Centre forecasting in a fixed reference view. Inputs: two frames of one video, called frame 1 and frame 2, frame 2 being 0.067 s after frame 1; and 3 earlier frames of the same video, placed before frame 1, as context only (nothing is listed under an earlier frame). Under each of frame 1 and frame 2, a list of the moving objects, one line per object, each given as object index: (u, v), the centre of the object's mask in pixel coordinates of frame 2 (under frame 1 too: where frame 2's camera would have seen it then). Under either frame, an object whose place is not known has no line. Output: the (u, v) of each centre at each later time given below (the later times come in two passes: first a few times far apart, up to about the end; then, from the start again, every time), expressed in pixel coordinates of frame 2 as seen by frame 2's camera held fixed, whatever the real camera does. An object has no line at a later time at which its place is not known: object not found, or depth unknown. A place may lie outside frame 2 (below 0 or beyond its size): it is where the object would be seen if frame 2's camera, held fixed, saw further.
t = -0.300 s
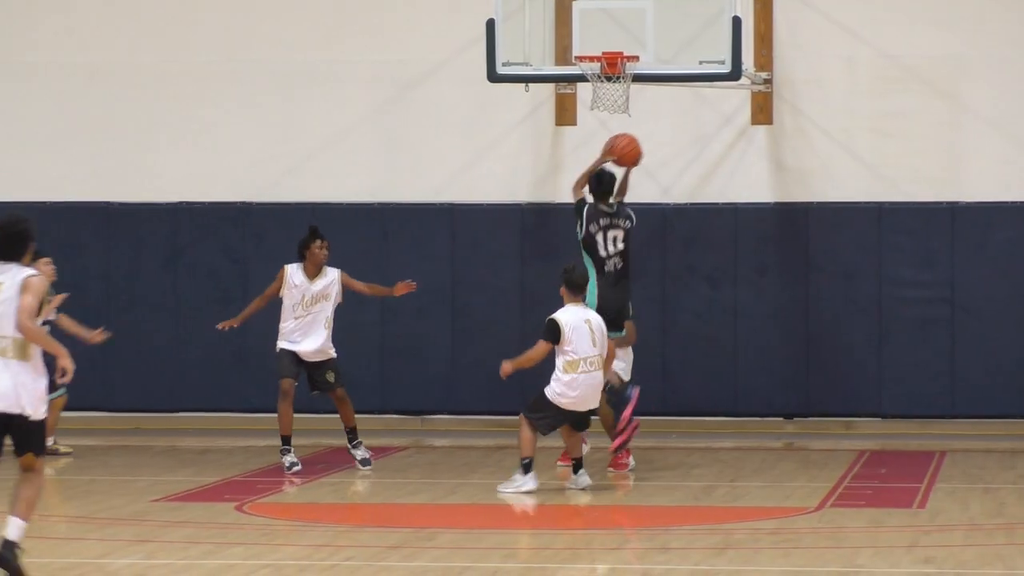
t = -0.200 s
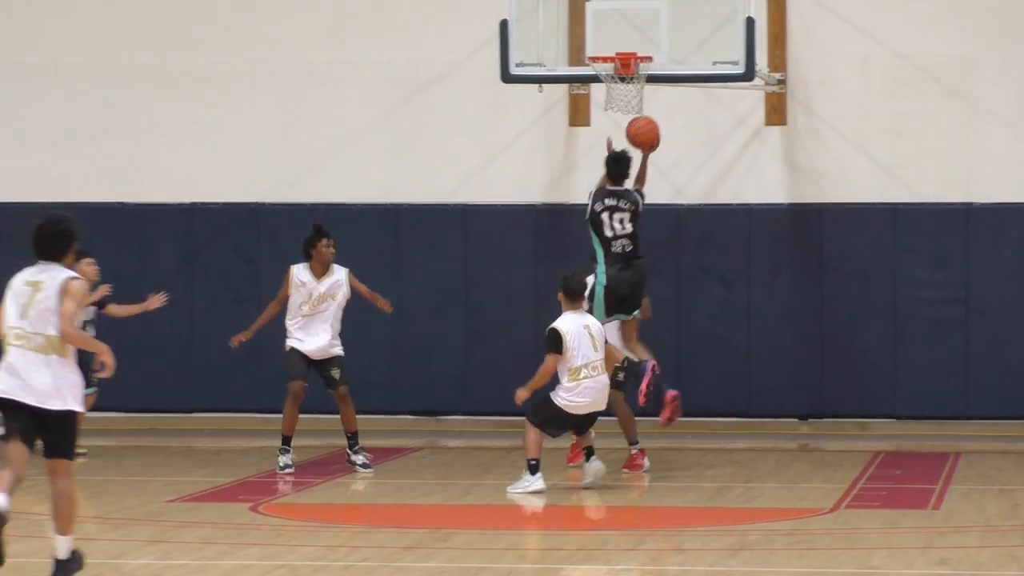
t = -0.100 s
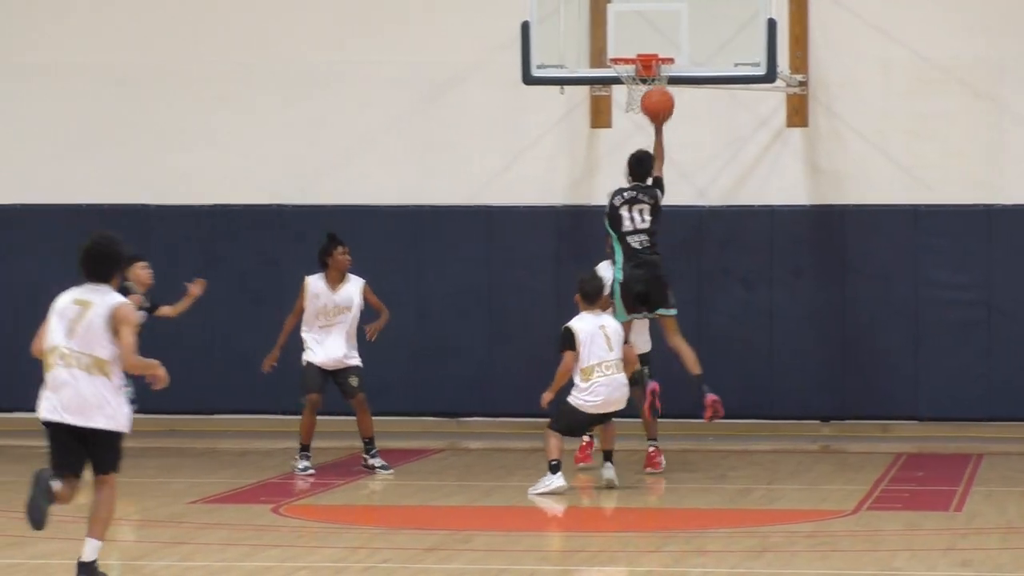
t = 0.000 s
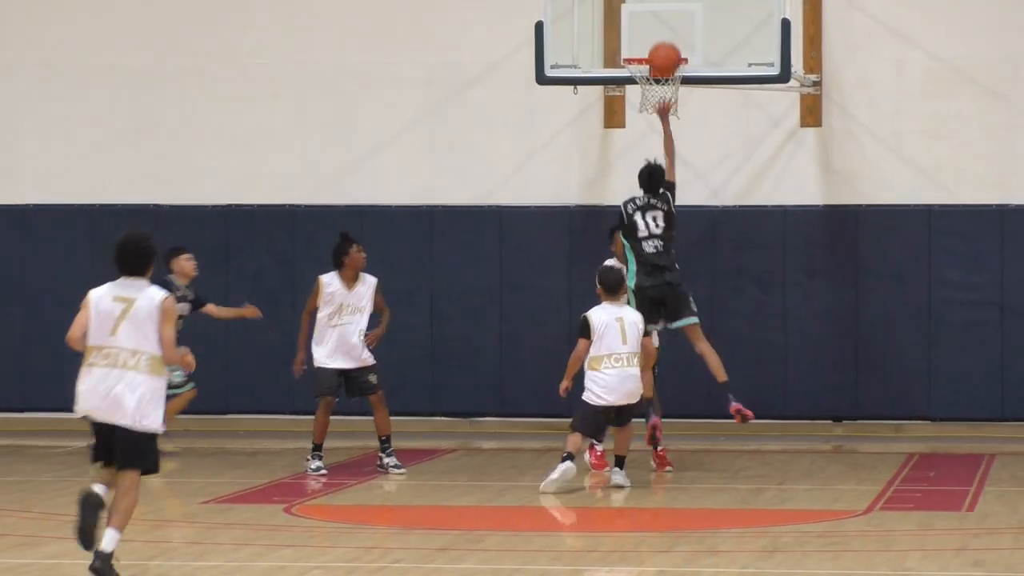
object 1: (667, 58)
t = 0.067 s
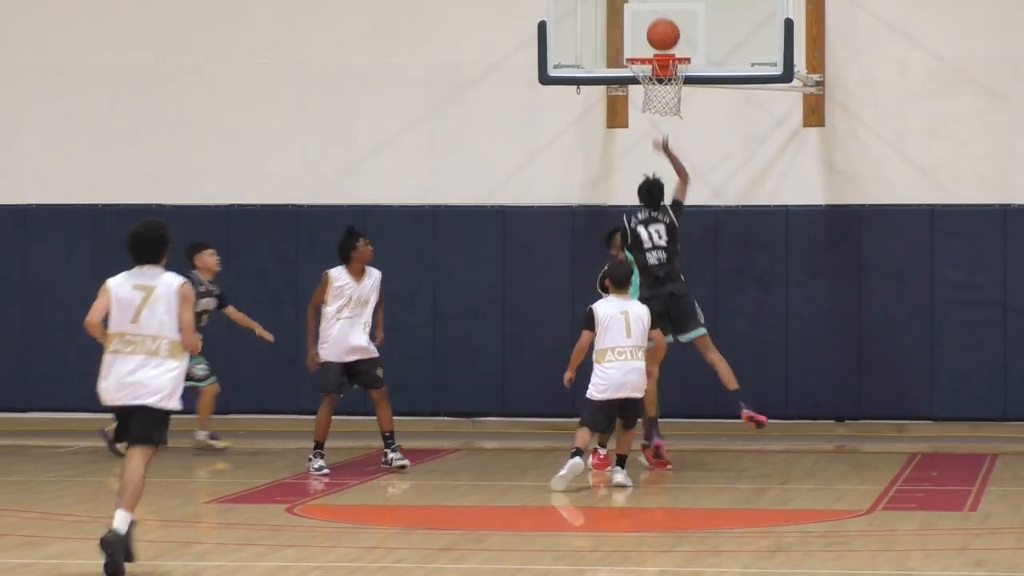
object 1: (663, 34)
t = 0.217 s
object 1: (653, 10)
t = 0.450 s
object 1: (639, 22)
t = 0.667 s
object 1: (622, 25)
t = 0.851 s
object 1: (605, 31)
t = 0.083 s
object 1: (662, 30)
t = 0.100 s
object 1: (661, 25)
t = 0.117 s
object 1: (660, 21)
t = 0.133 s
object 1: (659, 18)
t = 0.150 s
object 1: (658, 15)
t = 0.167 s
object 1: (657, 13)
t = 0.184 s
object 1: (655, 12)
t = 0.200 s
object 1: (654, 11)
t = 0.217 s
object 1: (653, 10)
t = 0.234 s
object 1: (652, 10)
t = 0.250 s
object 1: (651, 9)
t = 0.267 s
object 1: (650, 9)
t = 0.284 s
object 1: (649, 9)
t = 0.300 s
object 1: (648, 9)
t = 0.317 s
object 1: (647, 9)
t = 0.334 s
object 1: (646, 10)
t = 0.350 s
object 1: (645, 11)
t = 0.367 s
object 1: (644, 12)
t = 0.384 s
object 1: (643, 13)
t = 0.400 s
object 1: (642, 14)
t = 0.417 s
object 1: (641, 16)
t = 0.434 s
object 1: (640, 18)
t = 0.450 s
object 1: (639, 22)
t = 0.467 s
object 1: (638, 25)
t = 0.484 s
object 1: (636, 30)
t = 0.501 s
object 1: (636, 34)
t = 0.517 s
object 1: (635, 39)
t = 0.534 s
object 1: (634, 42)
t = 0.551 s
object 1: (633, 41)
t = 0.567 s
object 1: (632, 38)
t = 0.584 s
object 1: (631, 36)
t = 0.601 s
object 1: (629, 34)
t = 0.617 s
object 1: (628, 31)
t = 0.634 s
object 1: (626, 29)
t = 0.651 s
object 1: (624, 26)
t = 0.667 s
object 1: (622, 25)
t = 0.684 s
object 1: (621, 24)
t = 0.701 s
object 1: (620, 23)
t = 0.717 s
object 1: (618, 22)
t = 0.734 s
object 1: (616, 22)
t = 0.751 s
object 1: (615, 23)
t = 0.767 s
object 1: (613, 23)
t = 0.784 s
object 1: (612, 23)
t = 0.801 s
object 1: (610, 25)
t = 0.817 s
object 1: (608, 26)
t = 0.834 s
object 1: (606, 28)
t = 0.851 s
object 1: (605, 31)
